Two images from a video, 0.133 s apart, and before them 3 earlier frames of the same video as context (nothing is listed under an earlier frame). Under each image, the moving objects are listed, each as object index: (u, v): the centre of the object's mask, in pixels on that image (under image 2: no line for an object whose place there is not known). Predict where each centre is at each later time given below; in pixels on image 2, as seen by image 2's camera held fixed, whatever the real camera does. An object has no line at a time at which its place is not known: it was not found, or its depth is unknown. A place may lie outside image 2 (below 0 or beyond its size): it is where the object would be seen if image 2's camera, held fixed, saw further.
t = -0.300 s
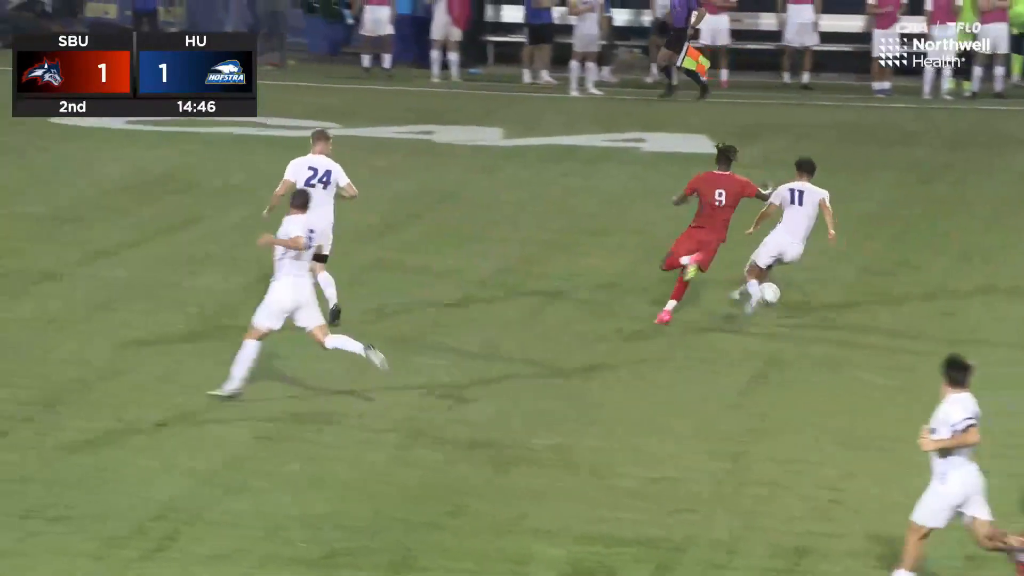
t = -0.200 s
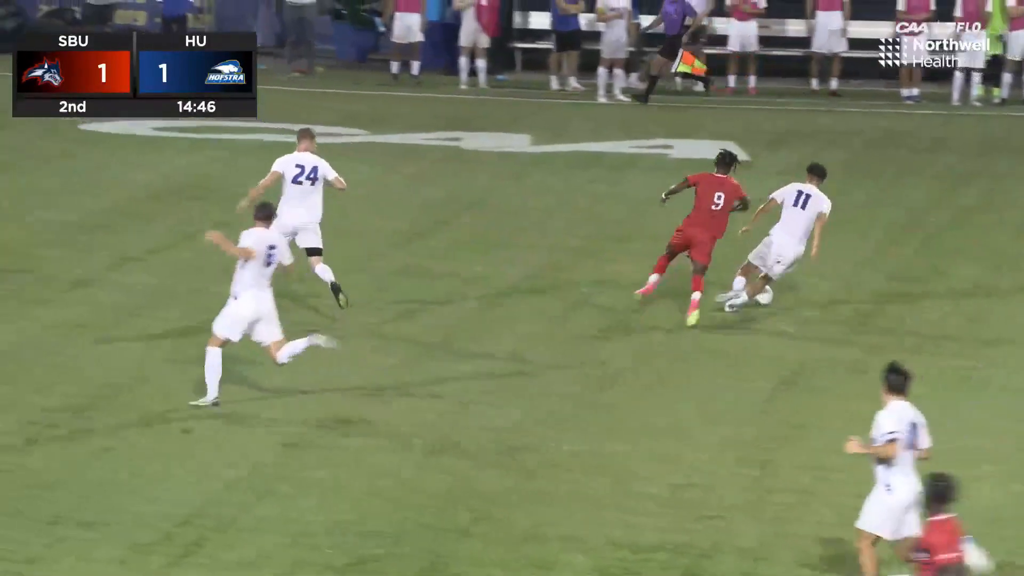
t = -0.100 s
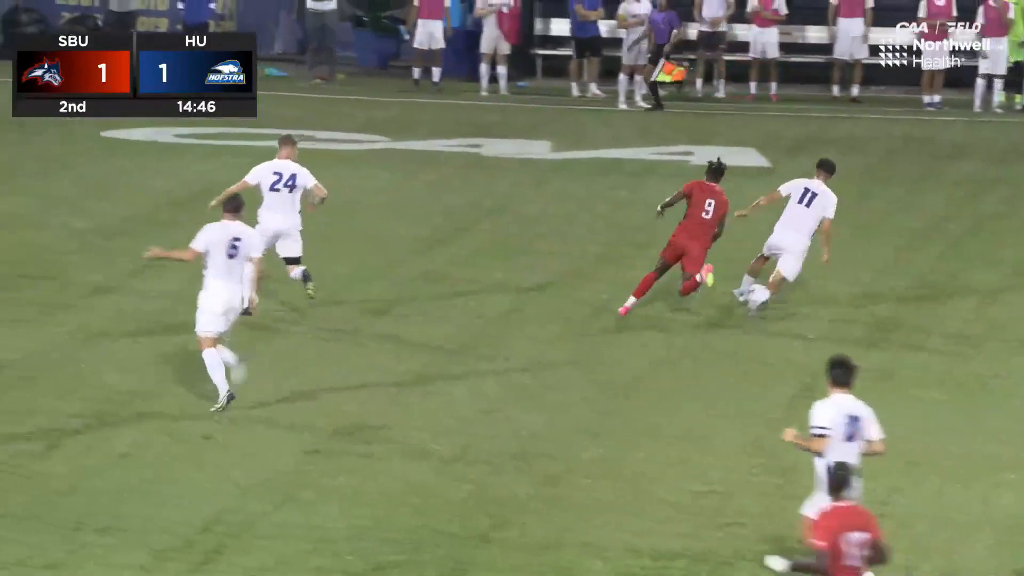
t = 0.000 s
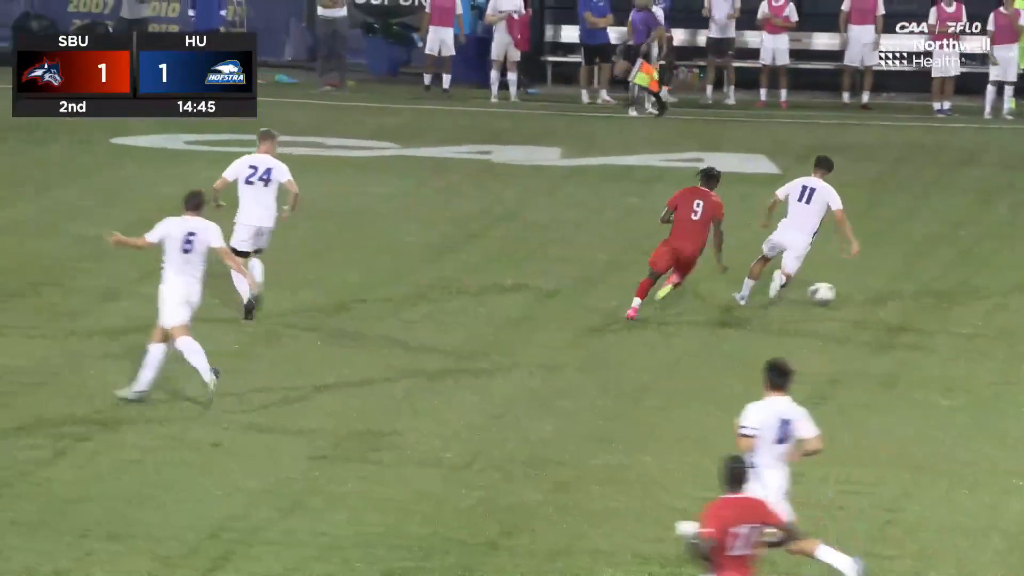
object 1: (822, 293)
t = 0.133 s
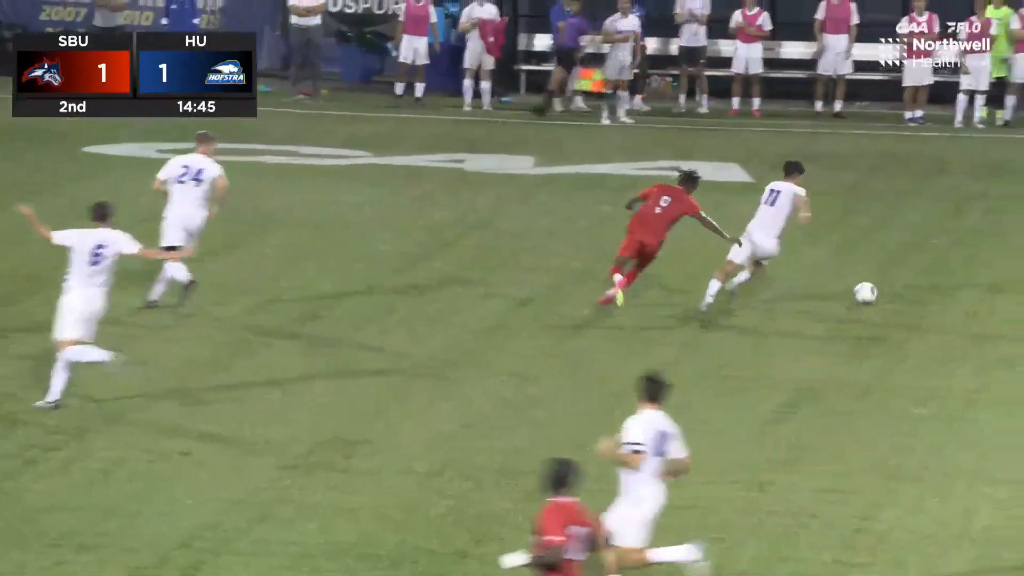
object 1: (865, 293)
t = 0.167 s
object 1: (881, 290)
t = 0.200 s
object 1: (897, 288)
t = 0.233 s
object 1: (913, 288)
